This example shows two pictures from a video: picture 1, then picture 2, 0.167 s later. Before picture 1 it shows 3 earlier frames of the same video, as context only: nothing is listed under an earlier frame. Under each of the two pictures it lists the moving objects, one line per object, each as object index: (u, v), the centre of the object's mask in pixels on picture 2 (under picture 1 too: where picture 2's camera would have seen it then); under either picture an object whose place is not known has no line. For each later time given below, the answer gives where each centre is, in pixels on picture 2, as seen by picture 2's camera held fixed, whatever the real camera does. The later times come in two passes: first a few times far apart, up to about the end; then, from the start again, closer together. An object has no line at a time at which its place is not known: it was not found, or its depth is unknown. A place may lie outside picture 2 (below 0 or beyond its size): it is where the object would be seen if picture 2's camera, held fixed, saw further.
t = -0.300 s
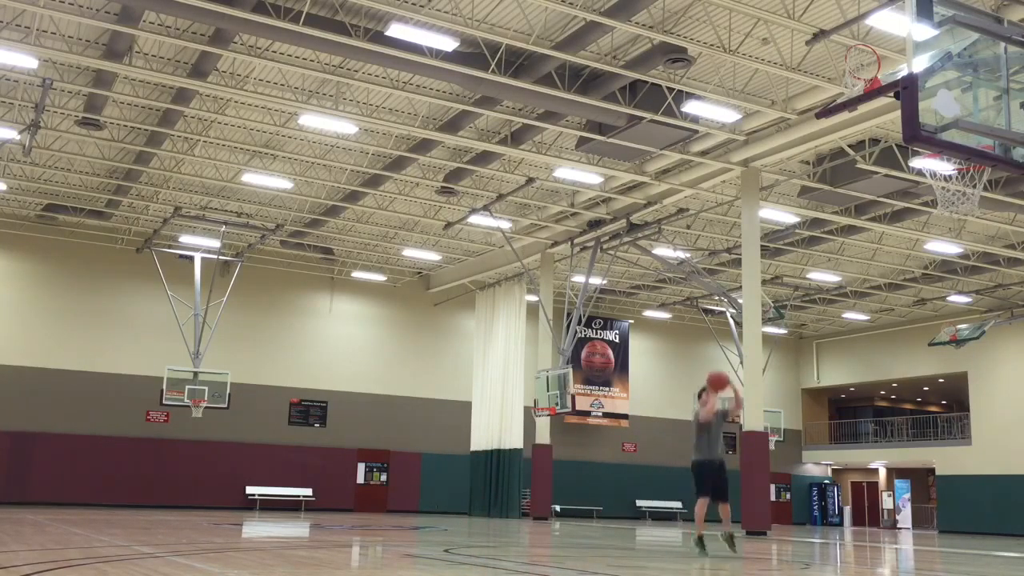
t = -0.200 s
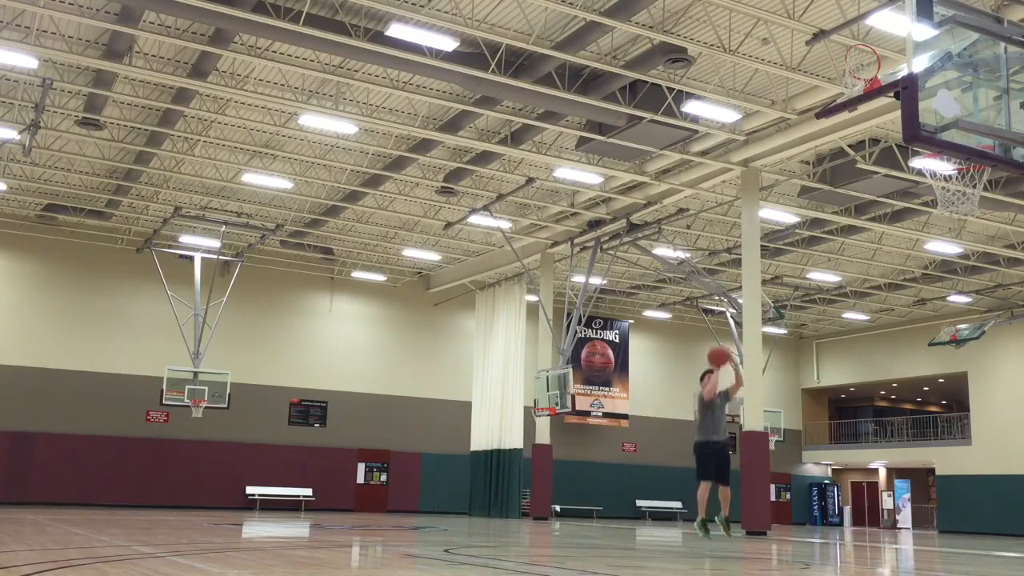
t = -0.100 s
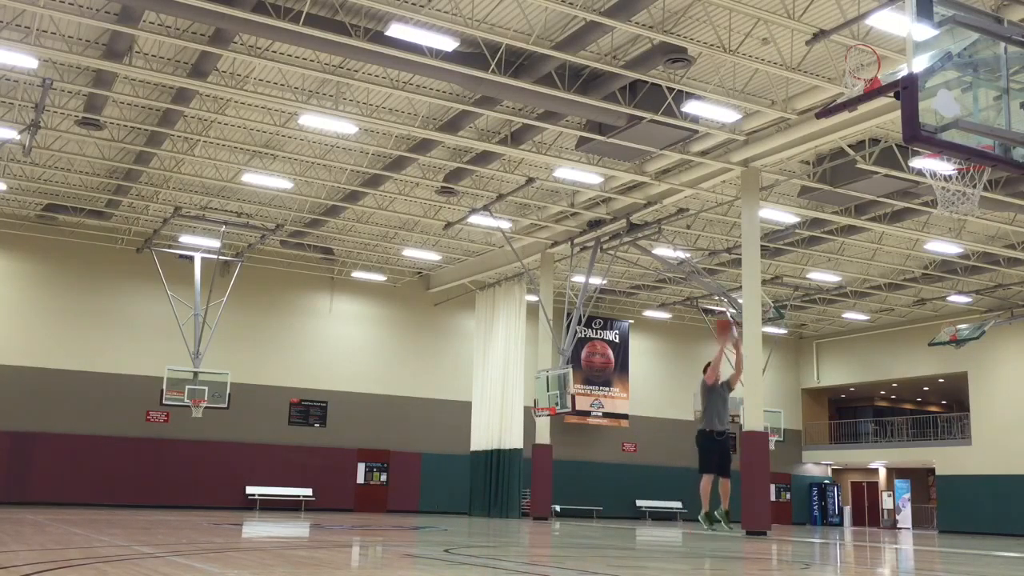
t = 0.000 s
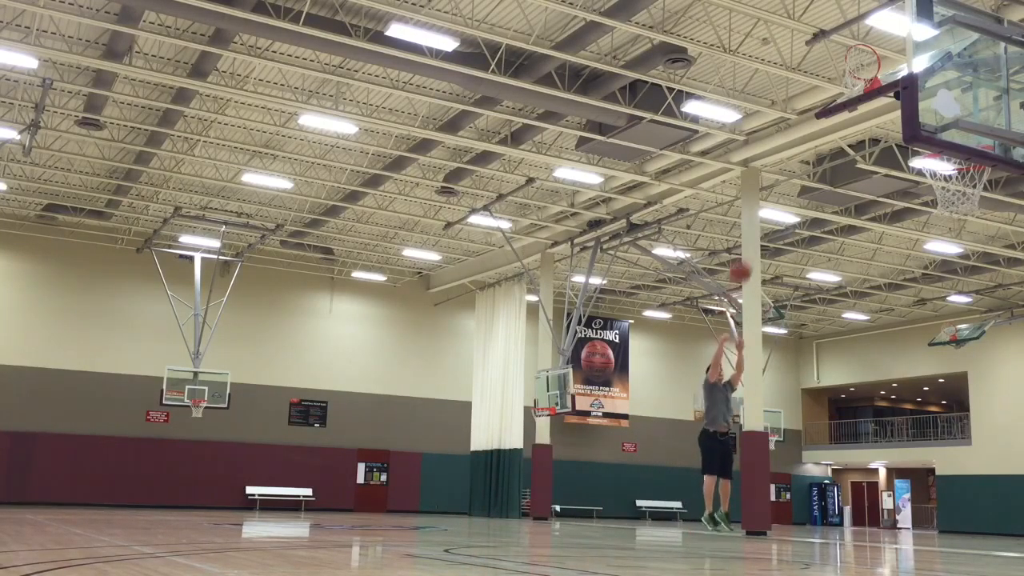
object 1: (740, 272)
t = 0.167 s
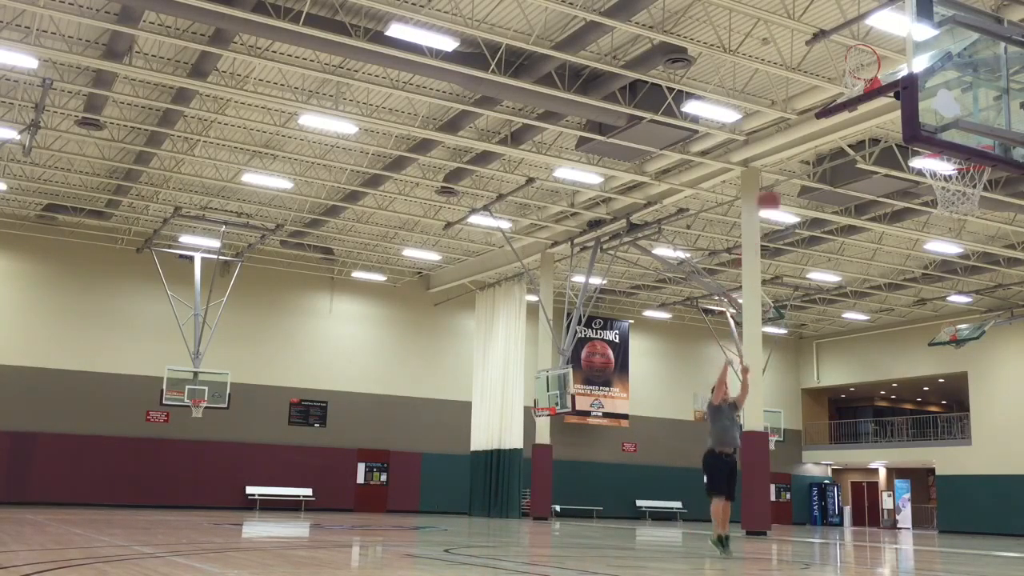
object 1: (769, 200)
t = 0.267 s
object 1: (788, 167)
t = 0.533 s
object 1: (847, 113)
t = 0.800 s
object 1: (930, 122)
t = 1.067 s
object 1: (973, 262)
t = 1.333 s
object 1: (995, 491)
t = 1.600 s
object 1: (976, 450)
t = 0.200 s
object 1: (774, 190)
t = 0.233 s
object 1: (781, 178)
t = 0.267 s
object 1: (788, 167)
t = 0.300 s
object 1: (794, 157)
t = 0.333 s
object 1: (801, 148)
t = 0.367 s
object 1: (807, 140)
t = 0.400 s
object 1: (815, 133)
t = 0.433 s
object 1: (823, 126)
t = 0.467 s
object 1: (831, 120)
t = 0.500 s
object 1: (838, 116)
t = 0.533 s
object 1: (847, 113)
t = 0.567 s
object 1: (855, 110)
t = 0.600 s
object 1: (863, 109)
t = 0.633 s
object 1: (873, 109)
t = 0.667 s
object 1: (883, 110)
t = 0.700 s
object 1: (889, 112)
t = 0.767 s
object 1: (924, 117)
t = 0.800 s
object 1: (930, 122)
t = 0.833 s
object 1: (948, 131)
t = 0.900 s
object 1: (964, 168)
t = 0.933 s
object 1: (969, 176)
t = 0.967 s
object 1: (967, 201)
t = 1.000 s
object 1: (969, 218)
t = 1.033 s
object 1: (972, 237)
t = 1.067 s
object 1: (973, 262)
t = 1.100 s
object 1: (976, 283)
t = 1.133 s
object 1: (979, 309)
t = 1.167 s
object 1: (981, 336)
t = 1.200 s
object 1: (983, 362)
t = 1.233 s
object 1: (986, 392)
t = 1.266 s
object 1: (989, 422)
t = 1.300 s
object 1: (992, 454)
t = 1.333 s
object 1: (995, 491)
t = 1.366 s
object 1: (998, 522)
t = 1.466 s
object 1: (995, 535)
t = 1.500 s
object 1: (990, 512)
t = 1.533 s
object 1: (985, 492)
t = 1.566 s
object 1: (981, 470)
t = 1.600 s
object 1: (976, 450)
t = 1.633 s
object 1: (972, 432)
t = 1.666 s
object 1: (968, 417)
